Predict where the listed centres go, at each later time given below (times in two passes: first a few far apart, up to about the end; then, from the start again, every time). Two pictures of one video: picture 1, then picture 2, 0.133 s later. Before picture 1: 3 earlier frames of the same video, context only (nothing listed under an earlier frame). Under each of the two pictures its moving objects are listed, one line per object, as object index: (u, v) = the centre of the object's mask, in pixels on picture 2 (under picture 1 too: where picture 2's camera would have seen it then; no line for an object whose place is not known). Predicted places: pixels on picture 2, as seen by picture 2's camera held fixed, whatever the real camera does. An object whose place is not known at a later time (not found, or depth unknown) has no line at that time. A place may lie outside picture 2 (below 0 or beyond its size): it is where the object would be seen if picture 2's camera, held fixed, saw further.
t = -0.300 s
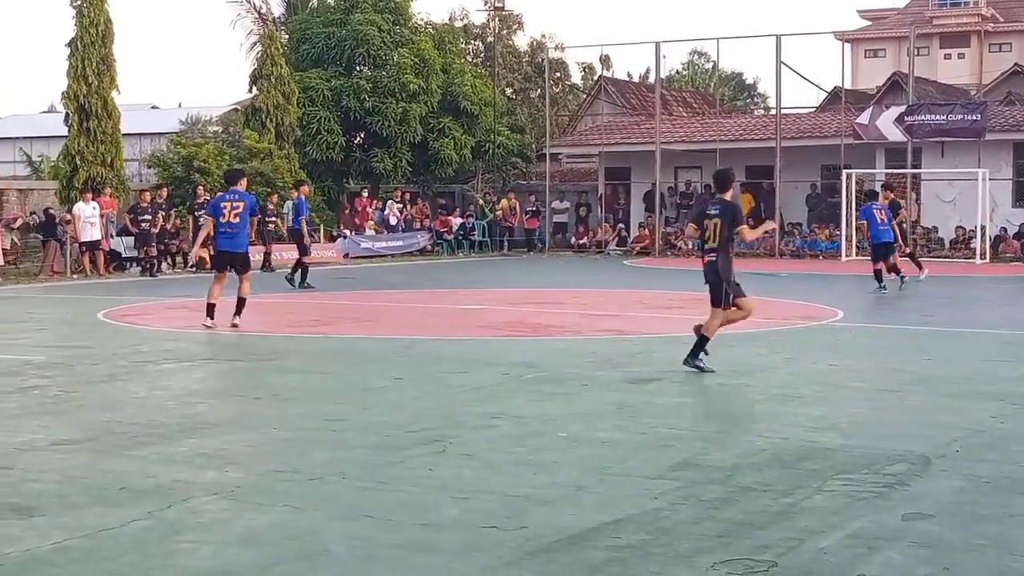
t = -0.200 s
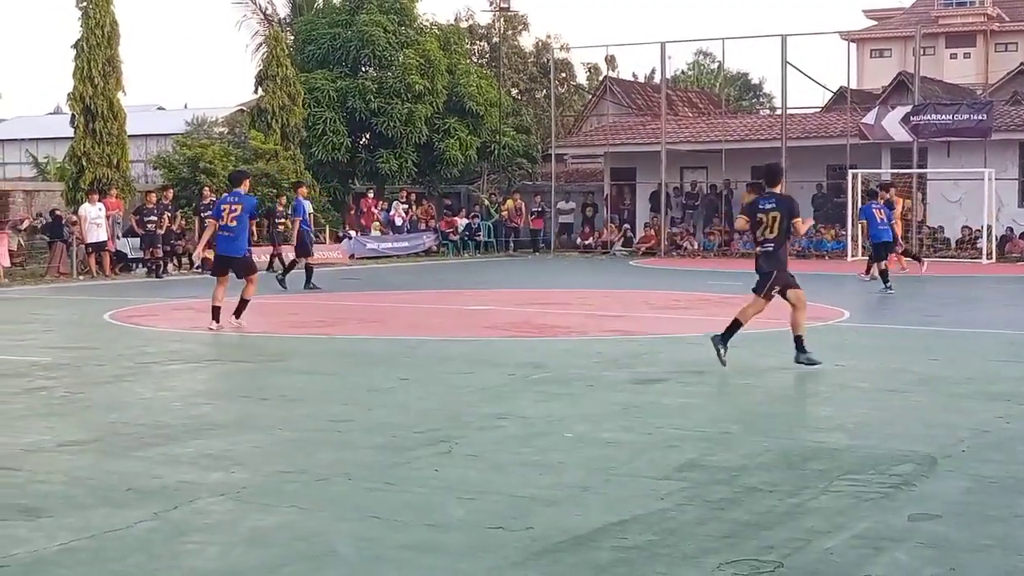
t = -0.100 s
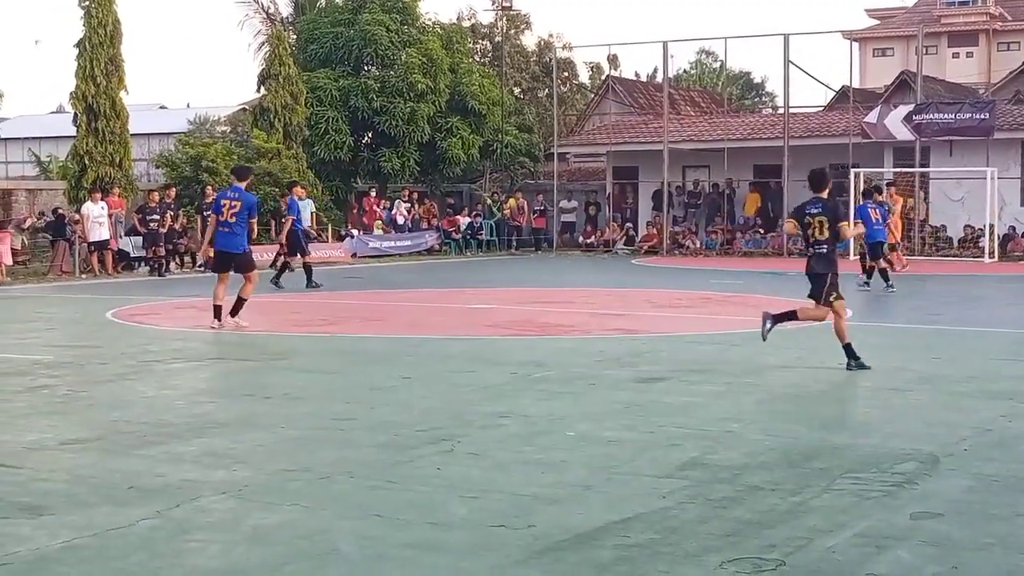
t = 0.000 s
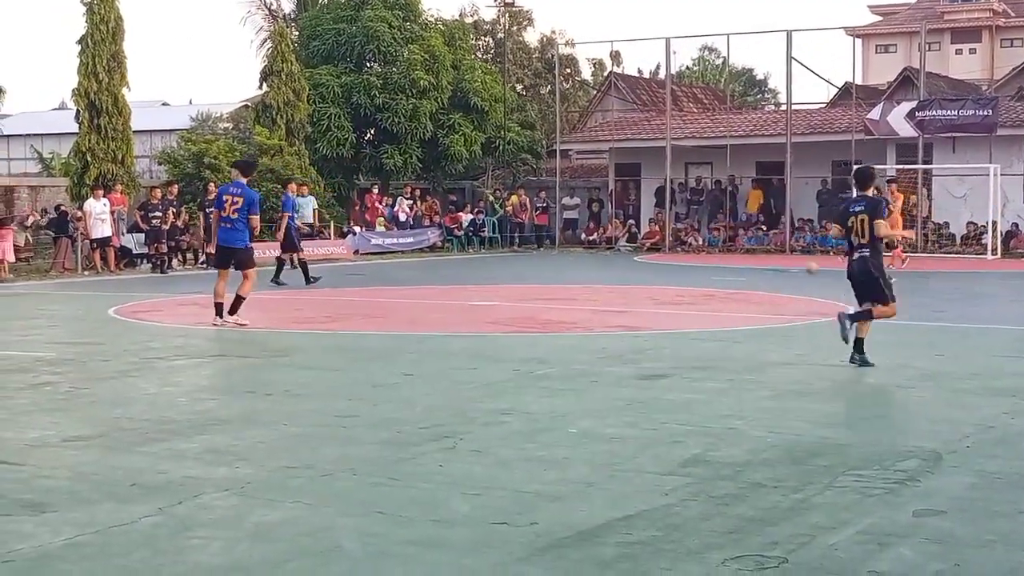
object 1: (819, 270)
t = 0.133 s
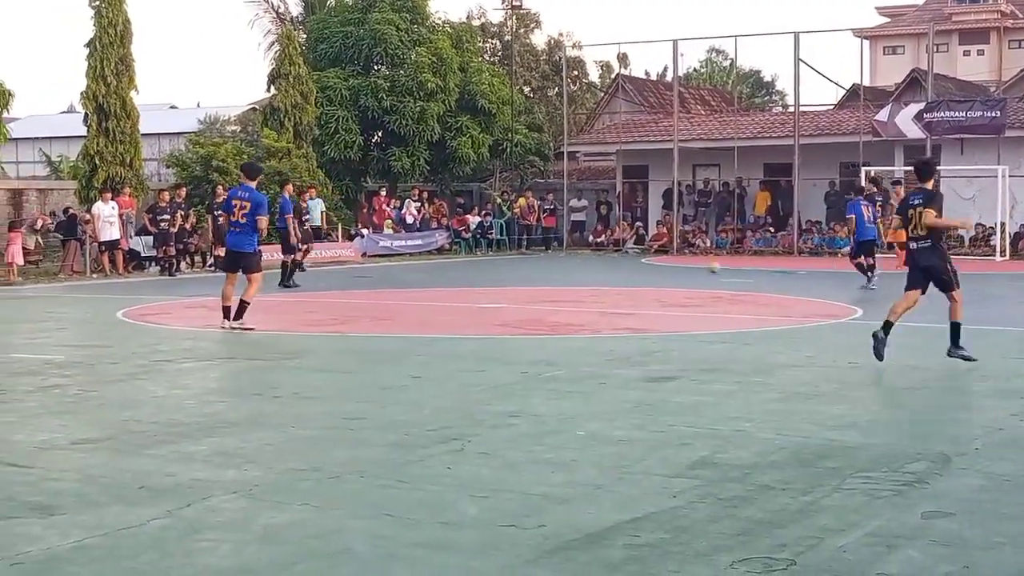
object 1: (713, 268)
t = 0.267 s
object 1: (621, 268)
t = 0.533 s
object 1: (469, 267)
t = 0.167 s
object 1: (689, 269)
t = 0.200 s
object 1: (666, 269)
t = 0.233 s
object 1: (643, 267)
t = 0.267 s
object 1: (621, 268)
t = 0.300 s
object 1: (600, 267)
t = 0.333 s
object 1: (579, 267)
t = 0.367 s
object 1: (559, 266)
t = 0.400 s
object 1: (541, 266)
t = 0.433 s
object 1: (521, 267)
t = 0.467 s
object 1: (504, 267)
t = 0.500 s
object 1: (486, 267)
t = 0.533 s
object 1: (469, 267)
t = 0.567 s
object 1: (453, 266)
